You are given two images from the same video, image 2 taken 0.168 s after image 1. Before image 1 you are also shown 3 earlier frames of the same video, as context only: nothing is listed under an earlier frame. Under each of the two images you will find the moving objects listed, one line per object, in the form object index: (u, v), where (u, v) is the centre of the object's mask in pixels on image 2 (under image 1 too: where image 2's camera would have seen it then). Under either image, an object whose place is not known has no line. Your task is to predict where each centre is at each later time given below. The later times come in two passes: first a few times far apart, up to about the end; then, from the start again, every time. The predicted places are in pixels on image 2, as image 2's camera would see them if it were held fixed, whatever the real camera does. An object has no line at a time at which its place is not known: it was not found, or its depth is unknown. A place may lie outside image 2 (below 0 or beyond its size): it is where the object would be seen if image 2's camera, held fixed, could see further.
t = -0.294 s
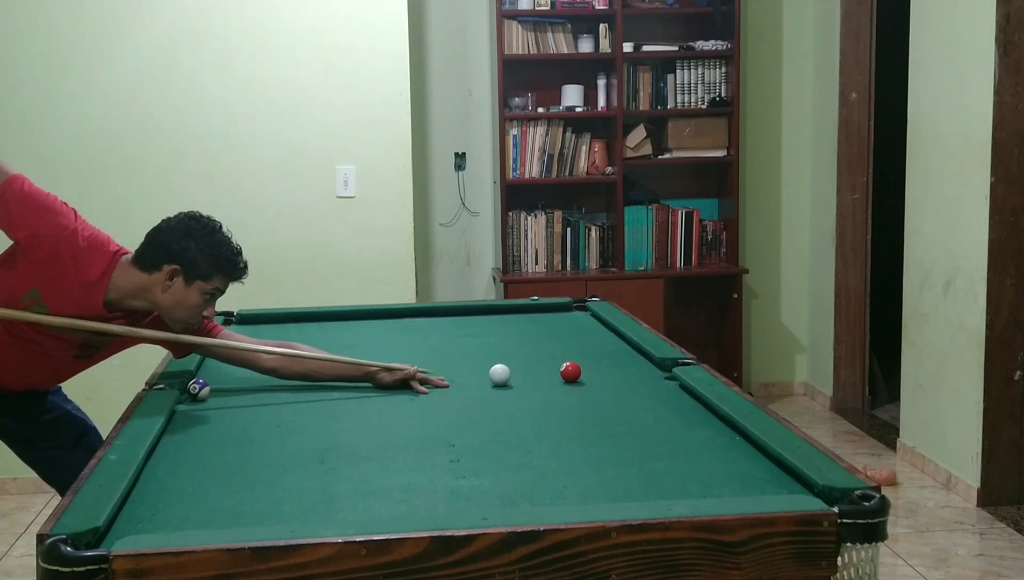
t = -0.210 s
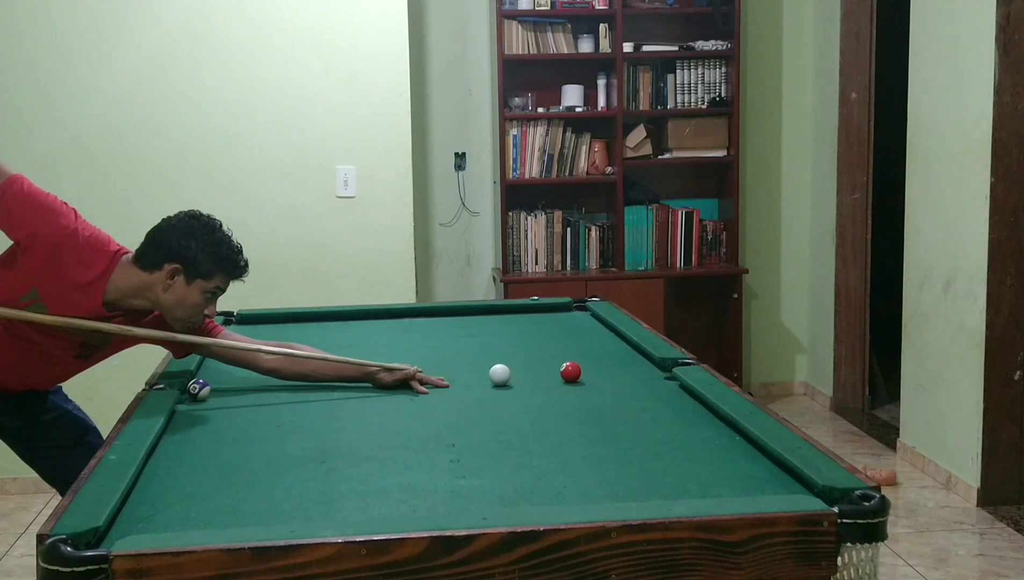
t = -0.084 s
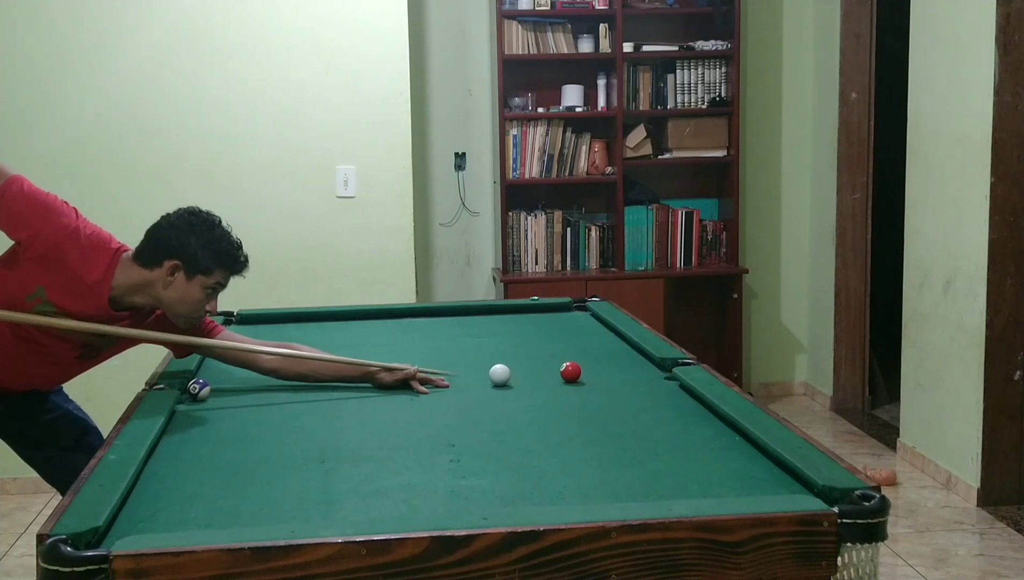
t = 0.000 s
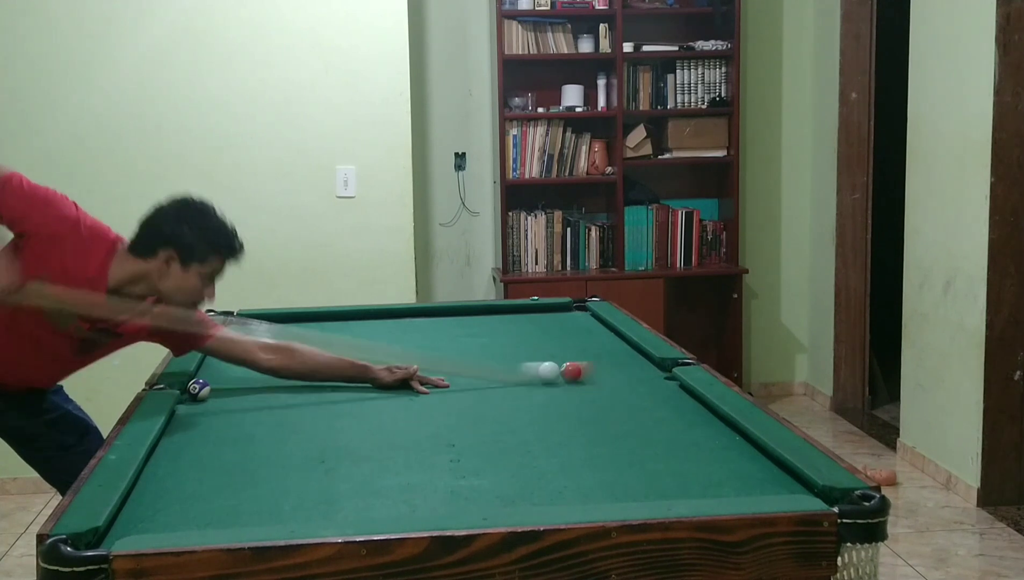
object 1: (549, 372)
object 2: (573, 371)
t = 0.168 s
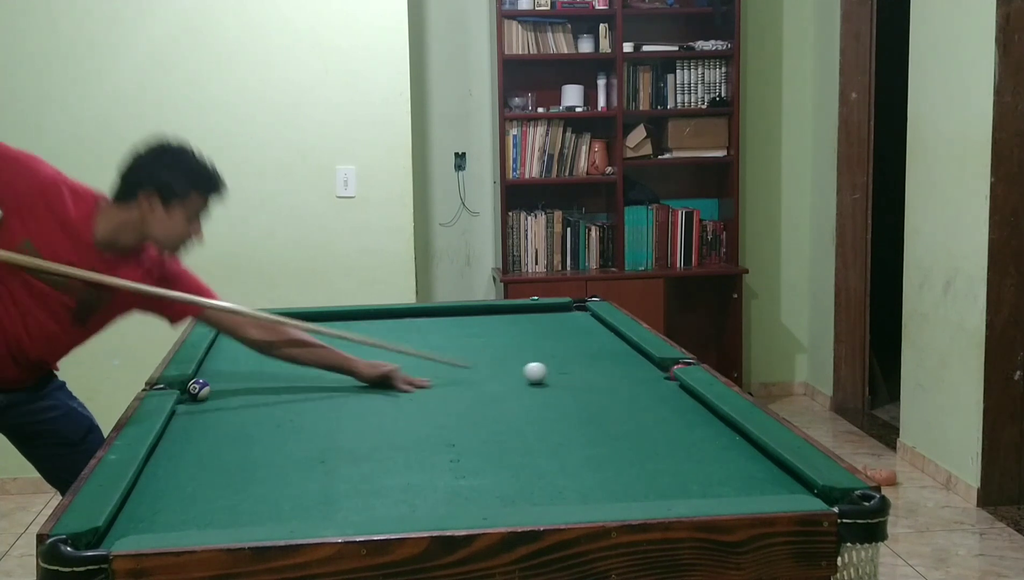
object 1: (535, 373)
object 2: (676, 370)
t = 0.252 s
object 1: (517, 374)
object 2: (672, 378)
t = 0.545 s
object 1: (447, 377)
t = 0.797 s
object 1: (389, 380)
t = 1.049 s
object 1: (334, 383)
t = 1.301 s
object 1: (281, 385)
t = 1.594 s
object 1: (225, 388)
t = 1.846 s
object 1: (215, 387)
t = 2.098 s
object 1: (210, 386)
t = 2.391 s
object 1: (208, 386)
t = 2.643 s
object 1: (208, 386)
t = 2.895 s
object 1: (208, 386)
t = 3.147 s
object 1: (208, 386)
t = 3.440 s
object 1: (208, 386)
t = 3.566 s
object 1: (208, 386)
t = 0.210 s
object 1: (526, 373)
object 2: (672, 372)
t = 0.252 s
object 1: (517, 374)
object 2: (672, 378)
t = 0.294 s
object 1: (506, 374)
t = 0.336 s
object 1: (496, 374)
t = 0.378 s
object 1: (486, 375)
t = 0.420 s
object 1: (476, 375)
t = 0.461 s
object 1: (466, 376)
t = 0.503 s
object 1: (456, 376)
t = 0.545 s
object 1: (447, 377)
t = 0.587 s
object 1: (437, 378)
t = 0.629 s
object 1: (427, 378)
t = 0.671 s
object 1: (417, 379)
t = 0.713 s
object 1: (408, 379)
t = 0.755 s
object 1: (398, 380)
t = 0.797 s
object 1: (389, 380)
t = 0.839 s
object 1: (380, 380)
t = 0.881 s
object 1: (370, 381)
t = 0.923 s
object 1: (361, 381)
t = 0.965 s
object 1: (352, 382)
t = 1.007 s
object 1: (343, 382)
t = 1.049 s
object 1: (334, 383)
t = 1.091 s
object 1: (325, 383)
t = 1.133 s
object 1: (316, 383)
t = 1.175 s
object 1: (307, 384)
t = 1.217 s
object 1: (298, 384)
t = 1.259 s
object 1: (290, 385)
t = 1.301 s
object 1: (281, 385)
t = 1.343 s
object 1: (273, 385)
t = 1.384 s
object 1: (264, 386)
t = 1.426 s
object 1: (256, 386)
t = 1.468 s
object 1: (248, 387)
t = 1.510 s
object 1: (240, 387)
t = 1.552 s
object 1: (232, 388)
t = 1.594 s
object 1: (225, 388)
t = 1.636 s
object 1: (221, 388)
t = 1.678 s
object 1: (220, 388)
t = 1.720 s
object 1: (218, 388)
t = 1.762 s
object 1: (217, 387)
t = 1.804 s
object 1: (216, 387)
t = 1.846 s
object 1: (215, 387)
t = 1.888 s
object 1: (214, 387)
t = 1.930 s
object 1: (213, 387)
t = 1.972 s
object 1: (213, 387)
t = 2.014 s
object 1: (212, 387)
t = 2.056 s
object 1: (211, 387)
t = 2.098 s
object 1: (210, 386)
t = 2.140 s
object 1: (210, 386)
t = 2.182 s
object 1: (209, 386)
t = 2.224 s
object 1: (209, 386)
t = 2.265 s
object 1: (209, 386)
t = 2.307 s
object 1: (209, 386)
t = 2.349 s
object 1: (208, 386)
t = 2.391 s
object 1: (208, 386)
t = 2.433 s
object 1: (208, 386)
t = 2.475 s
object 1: (208, 386)
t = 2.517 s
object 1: (208, 386)
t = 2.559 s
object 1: (208, 386)
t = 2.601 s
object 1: (208, 386)
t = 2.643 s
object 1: (208, 386)
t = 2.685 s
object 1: (208, 386)
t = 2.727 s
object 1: (208, 386)
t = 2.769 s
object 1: (208, 386)
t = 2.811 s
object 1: (208, 386)
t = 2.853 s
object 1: (208, 386)
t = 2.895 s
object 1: (208, 386)
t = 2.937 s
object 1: (208, 386)
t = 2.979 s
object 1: (208, 386)
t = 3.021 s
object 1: (208, 386)
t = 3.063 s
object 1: (208, 386)
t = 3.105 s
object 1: (208, 386)
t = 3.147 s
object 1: (208, 386)
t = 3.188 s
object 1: (208, 386)
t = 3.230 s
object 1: (208, 386)
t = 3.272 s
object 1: (208, 386)
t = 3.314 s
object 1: (208, 386)
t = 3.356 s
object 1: (208, 386)
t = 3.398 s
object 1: (208, 386)
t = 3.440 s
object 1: (208, 386)
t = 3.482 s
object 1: (208, 386)
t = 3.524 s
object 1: (208, 386)
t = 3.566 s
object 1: (208, 386)
